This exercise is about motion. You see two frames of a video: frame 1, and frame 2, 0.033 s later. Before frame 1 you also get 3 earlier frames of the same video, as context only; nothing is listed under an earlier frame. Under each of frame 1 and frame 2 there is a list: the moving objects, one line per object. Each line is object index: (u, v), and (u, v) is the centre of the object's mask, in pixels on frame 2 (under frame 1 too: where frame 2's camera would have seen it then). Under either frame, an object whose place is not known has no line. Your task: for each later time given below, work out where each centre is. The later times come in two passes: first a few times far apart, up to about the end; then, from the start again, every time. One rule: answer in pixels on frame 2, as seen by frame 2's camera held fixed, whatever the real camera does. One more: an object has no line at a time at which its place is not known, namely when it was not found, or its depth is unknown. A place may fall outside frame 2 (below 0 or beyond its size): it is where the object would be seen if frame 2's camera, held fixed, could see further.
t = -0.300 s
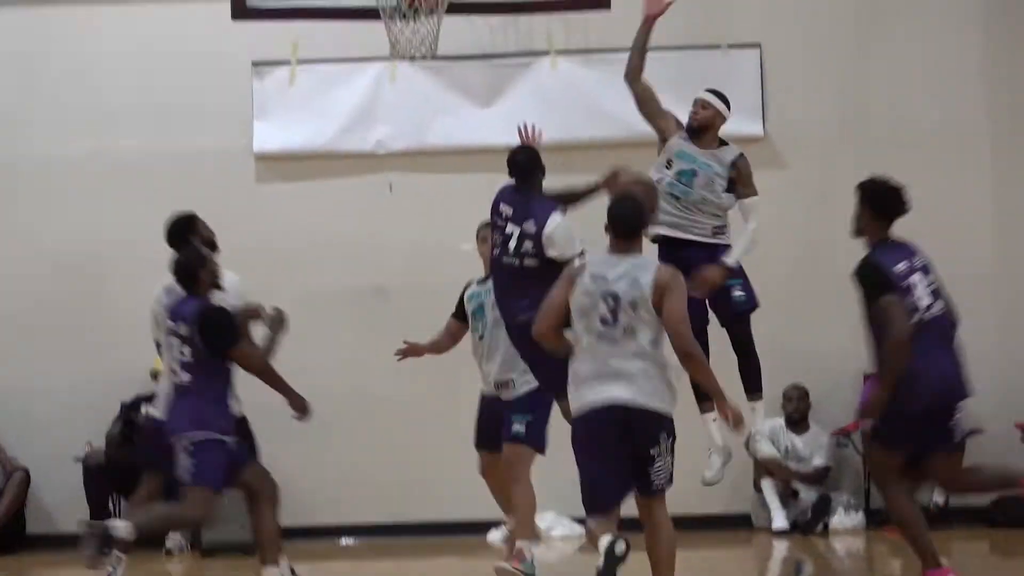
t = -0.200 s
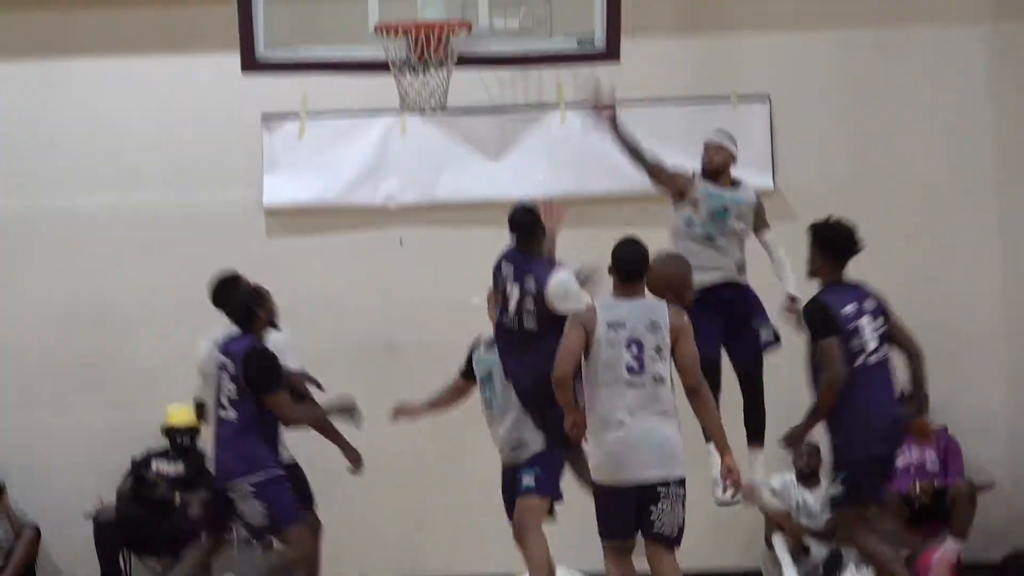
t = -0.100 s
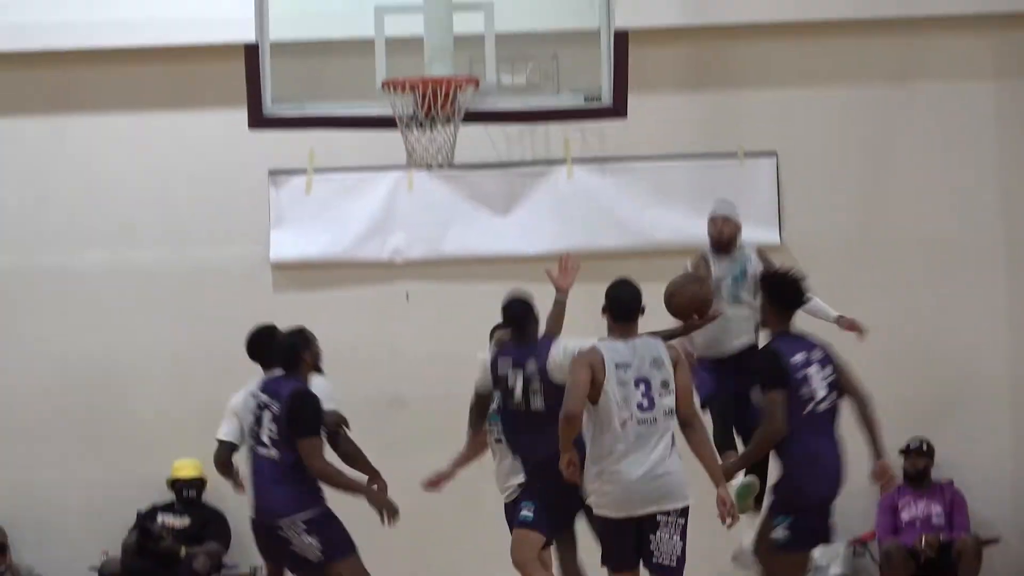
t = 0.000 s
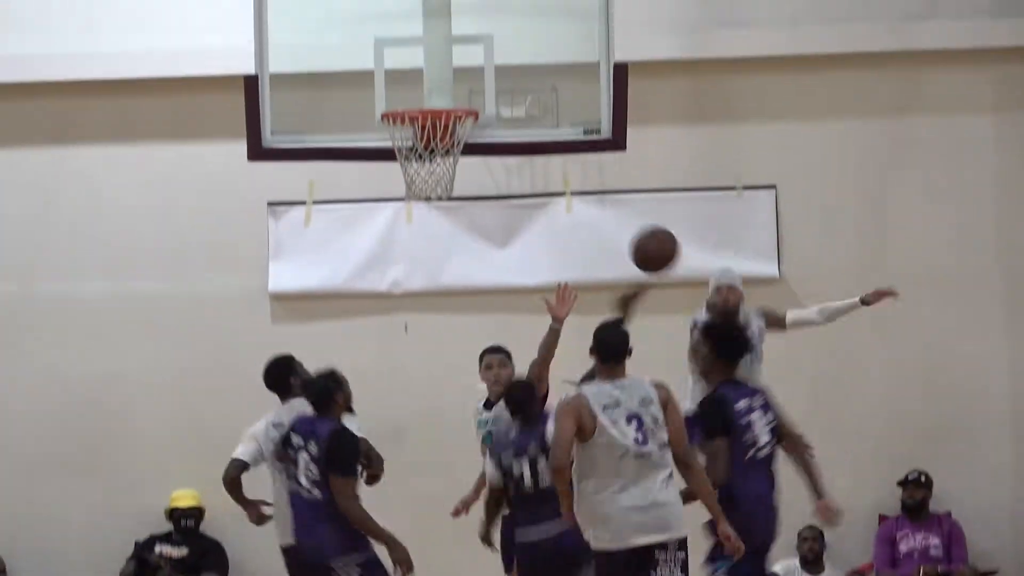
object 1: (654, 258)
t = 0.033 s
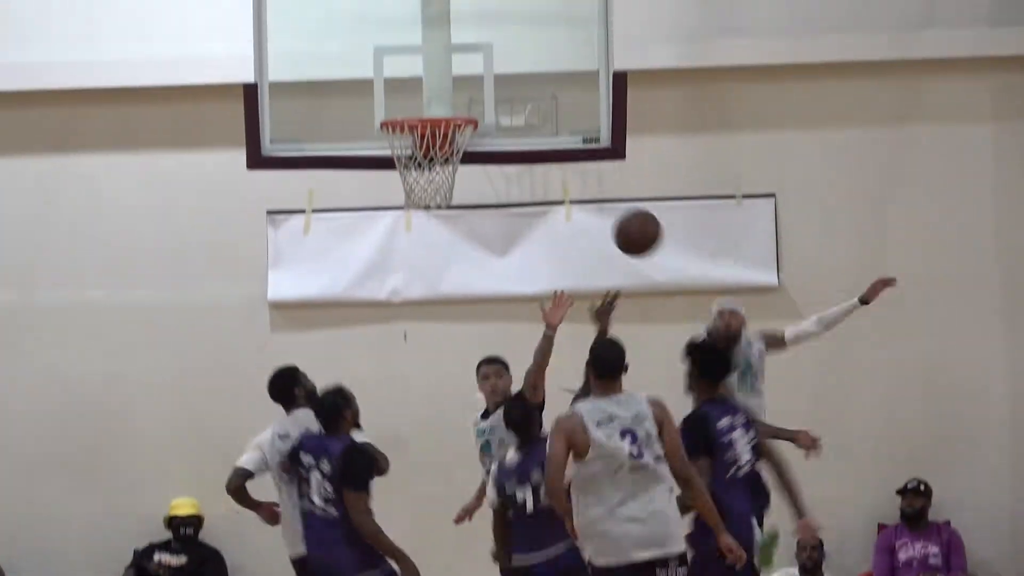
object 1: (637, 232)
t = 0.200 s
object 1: (557, 134)
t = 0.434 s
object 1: (451, 94)
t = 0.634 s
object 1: (406, 110)
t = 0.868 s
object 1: (476, 142)
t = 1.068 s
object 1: (445, 179)
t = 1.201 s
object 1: (413, 222)
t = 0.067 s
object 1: (621, 209)
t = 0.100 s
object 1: (604, 187)
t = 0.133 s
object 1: (589, 168)
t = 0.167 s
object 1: (573, 151)
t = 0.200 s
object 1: (557, 134)
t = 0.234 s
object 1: (542, 123)
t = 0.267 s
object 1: (527, 113)
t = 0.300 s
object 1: (512, 105)
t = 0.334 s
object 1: (496, 99)
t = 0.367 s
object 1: (481, 95)
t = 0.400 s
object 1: (465, 93)
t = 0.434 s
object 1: (451, 94)
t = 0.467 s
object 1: (439, 95)
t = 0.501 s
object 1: (428, 97)
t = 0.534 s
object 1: (417, 101)
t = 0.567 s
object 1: (409, 104)
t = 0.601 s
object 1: (405, 108)
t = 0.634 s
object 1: (406, 110)
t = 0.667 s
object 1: (410, 128)
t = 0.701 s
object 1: (427, 139)
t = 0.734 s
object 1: (439, 145)
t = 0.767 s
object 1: (447, 148)
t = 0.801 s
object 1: (468, 145)
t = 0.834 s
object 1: (471, 152)
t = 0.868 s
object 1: (476, 142)
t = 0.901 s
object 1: (470, 152)
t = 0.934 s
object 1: (468, 150)
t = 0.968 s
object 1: (462, 155)
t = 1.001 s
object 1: (459, 167)
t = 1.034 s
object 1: (453, 173)
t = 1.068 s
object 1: (445, 179)
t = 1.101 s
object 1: (437, 184)
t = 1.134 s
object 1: (428, 197)
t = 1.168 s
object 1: (420, 208)
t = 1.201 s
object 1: (413, 222)
